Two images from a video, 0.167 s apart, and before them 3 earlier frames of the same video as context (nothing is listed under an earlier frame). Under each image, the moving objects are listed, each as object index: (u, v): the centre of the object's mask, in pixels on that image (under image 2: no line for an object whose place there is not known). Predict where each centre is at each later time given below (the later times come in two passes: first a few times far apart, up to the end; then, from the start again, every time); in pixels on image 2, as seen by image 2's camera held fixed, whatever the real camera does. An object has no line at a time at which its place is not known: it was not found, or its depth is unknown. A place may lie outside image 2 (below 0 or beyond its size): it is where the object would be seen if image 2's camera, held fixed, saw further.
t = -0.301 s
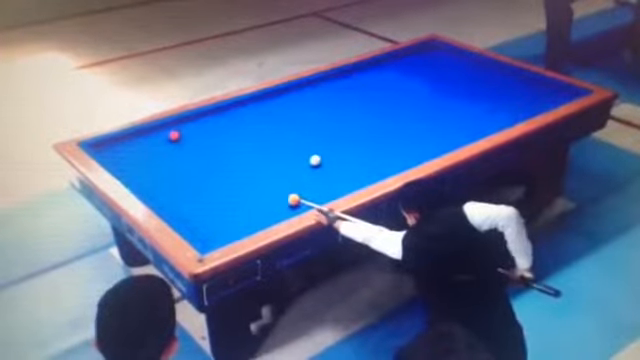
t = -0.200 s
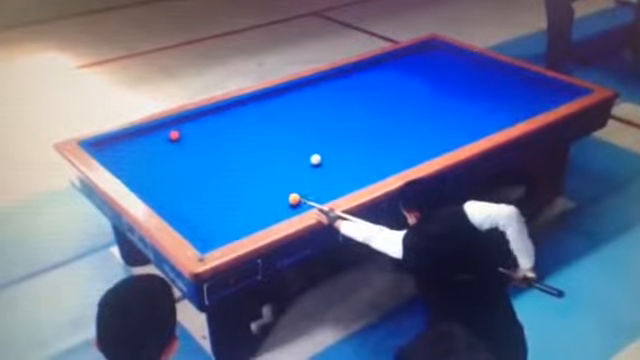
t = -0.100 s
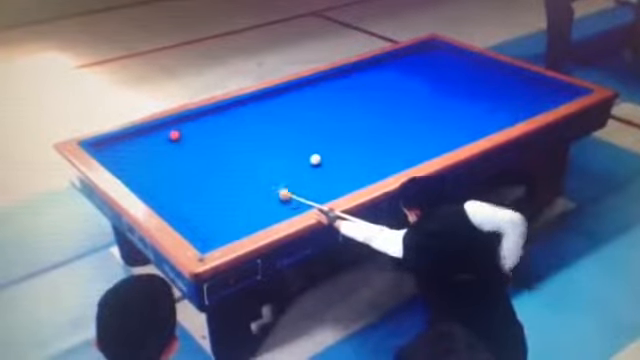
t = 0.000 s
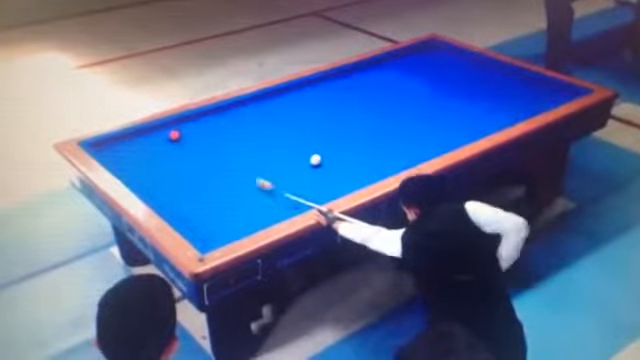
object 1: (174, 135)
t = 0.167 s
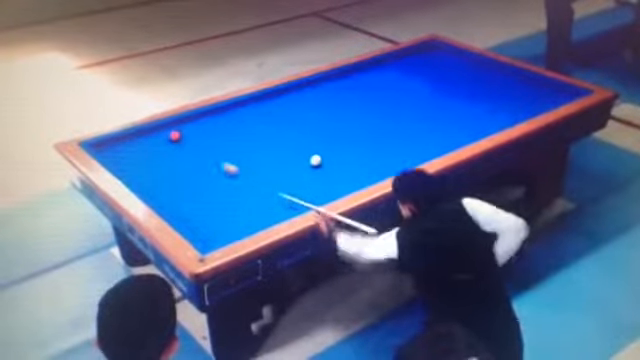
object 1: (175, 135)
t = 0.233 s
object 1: (174, 135)
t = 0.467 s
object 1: (175, 133)
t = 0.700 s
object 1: (183, 126)
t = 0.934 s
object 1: (190, 121)
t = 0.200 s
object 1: (174, 135)
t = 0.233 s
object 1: (174, 135)
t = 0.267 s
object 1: (174, 135)
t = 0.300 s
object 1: (174, 135)
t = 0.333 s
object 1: (174, 135)
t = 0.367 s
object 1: (174, 135)
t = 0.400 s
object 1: (174, 135)
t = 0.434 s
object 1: (174, 134)
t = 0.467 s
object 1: (175, 133)
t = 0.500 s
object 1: (175, 134)
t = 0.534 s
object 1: (177, 133)
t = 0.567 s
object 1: (178, 132)
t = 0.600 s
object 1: (180, 131)
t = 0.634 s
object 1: (182, 129)
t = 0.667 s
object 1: (183, 127)
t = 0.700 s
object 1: (183, 126)
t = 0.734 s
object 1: (185, 125)
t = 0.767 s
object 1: (185, 125)
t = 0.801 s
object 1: (186, 124)
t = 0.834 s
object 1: (188, 123)
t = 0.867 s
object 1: (188, 122)
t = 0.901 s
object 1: (189, 121)
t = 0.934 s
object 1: (190, 121)
